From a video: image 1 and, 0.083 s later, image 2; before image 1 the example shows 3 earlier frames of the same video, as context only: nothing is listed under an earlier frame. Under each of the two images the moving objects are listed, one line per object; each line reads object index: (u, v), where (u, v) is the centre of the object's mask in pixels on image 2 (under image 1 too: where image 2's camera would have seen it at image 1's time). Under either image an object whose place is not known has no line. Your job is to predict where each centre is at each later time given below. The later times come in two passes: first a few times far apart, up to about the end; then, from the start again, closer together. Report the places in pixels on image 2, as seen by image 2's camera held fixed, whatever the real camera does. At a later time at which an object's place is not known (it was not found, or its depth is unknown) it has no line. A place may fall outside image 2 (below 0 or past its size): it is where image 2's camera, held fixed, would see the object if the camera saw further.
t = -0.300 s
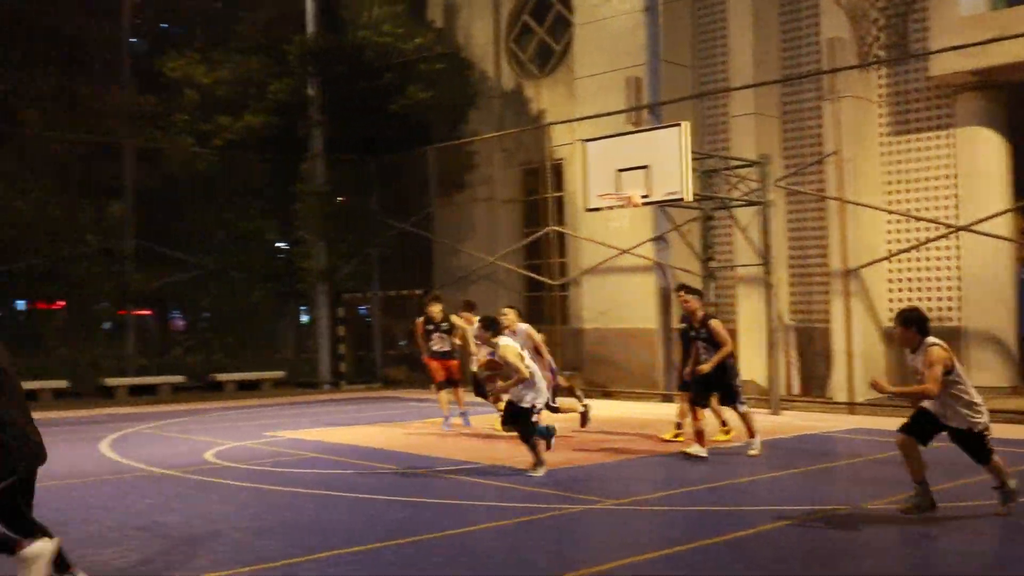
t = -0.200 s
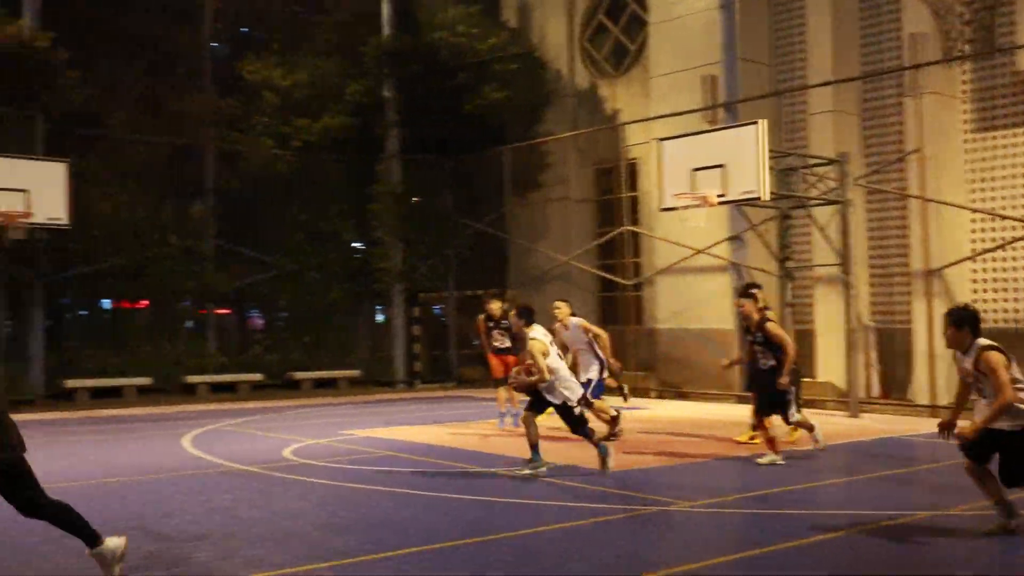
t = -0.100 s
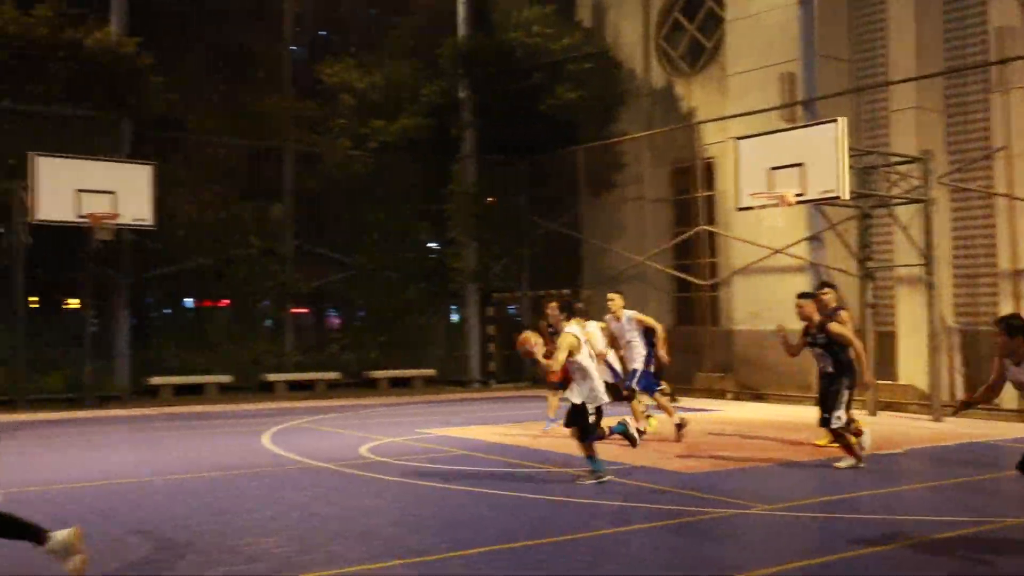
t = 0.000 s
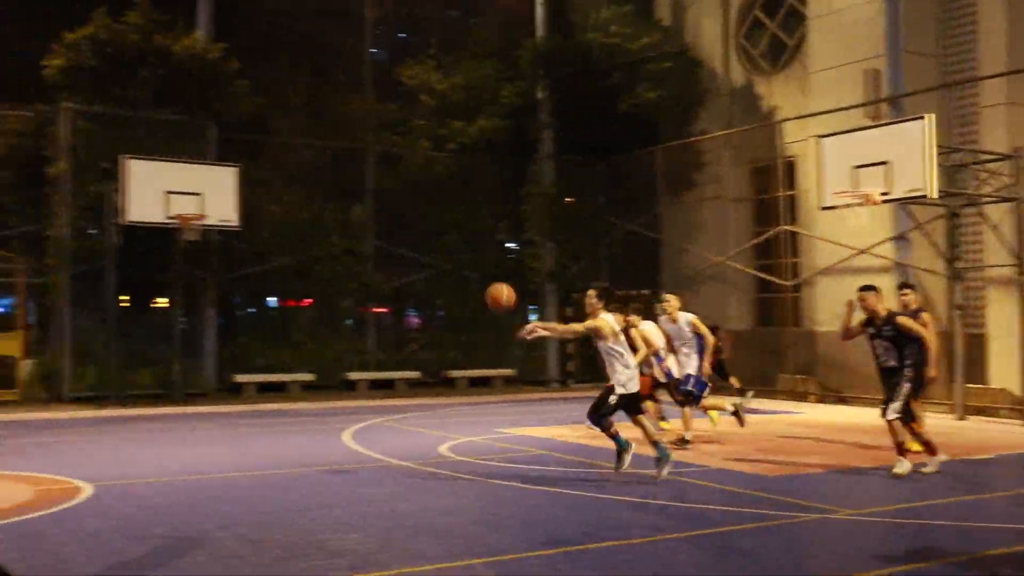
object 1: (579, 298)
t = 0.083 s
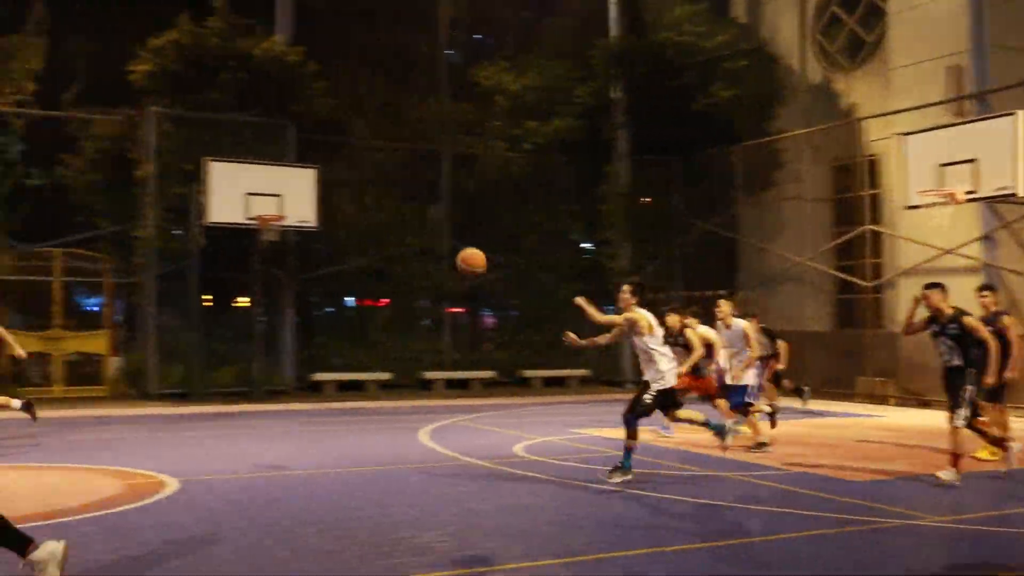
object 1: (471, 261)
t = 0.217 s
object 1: (304, 219)
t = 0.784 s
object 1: (-400, 246)
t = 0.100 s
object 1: (450, 255)
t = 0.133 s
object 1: (408, 243)
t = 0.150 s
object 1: (387, 237)
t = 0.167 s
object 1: (366, 232)
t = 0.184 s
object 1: (346, 227)
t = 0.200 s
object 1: (325, 222)
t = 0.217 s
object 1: (304, 219)
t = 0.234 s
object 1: (283, 215)
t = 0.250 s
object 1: (263, 212)
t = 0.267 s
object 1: (242, 207)
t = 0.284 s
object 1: (221, 205)
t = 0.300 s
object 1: (200, 200)
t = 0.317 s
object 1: (178, 198)
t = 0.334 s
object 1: (159, 195)
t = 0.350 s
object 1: (139, 194)
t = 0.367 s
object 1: (117, 192)
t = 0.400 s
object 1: (78, 190)
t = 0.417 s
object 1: (55, 189)
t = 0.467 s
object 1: (-7, 187)
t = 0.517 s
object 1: (-68, 188)
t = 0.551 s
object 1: (-107, 192)
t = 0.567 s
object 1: (-130, 193)
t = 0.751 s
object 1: (-356, 235)
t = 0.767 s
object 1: (-378, 240)
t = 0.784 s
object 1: (-400, 246)
